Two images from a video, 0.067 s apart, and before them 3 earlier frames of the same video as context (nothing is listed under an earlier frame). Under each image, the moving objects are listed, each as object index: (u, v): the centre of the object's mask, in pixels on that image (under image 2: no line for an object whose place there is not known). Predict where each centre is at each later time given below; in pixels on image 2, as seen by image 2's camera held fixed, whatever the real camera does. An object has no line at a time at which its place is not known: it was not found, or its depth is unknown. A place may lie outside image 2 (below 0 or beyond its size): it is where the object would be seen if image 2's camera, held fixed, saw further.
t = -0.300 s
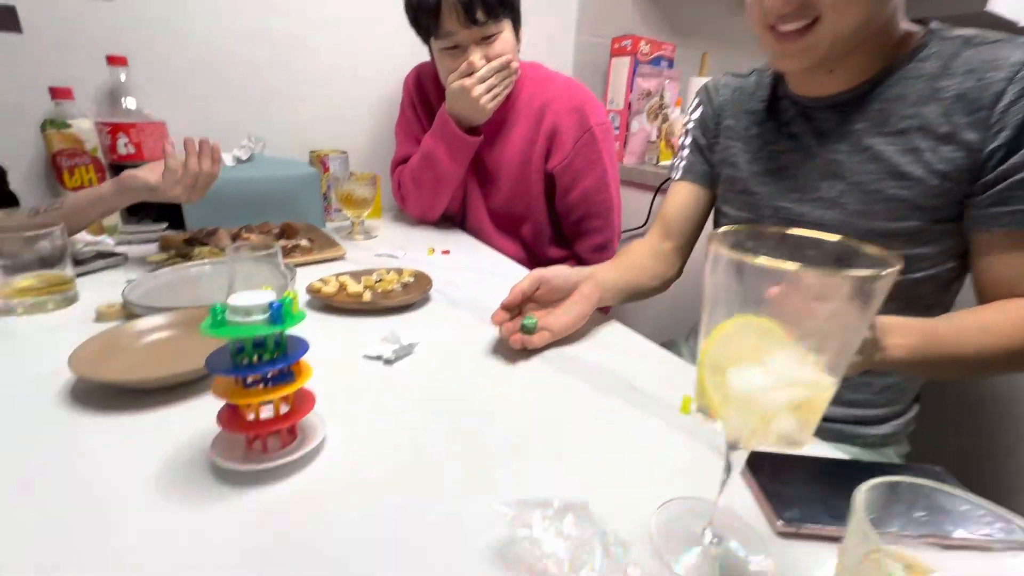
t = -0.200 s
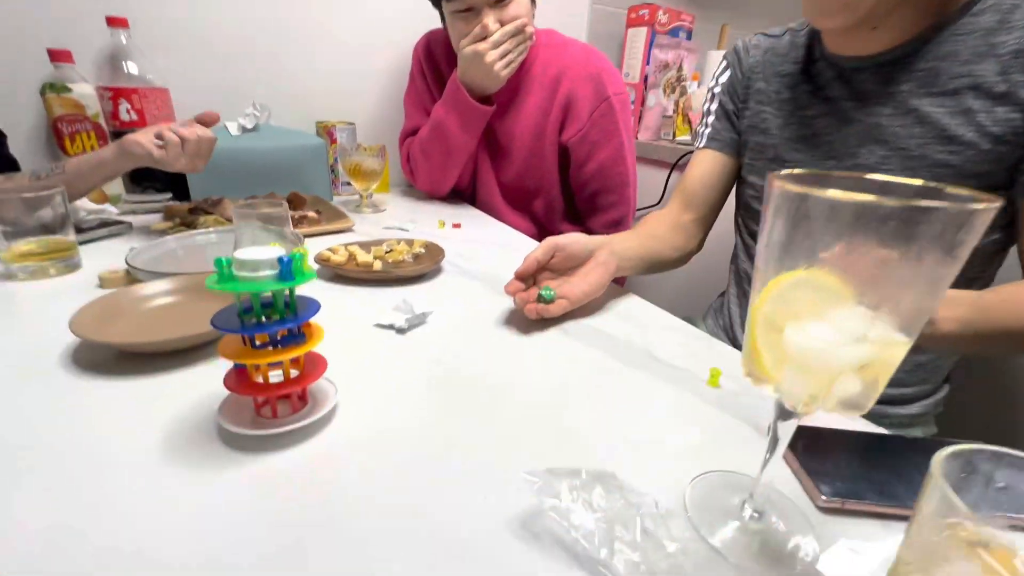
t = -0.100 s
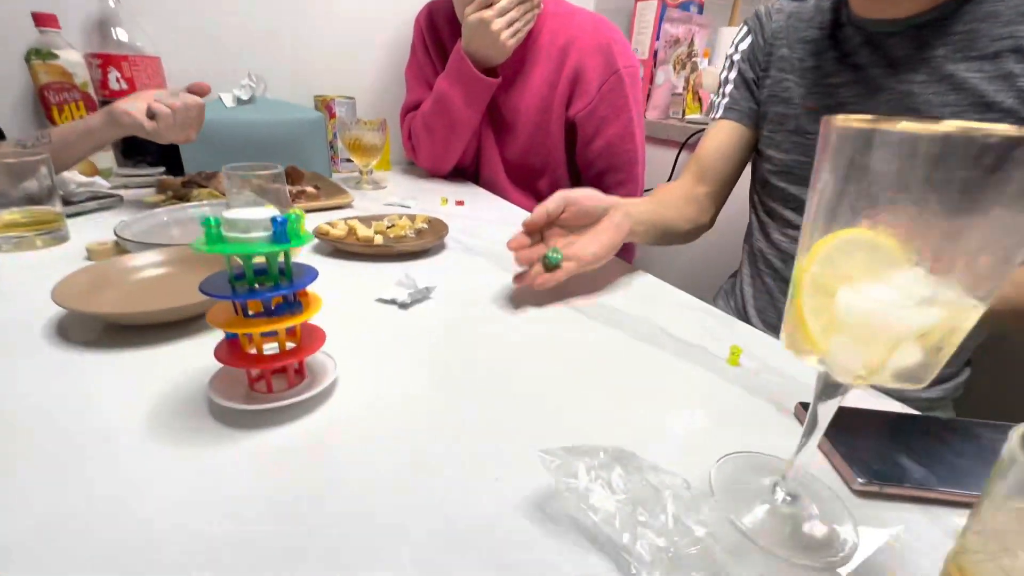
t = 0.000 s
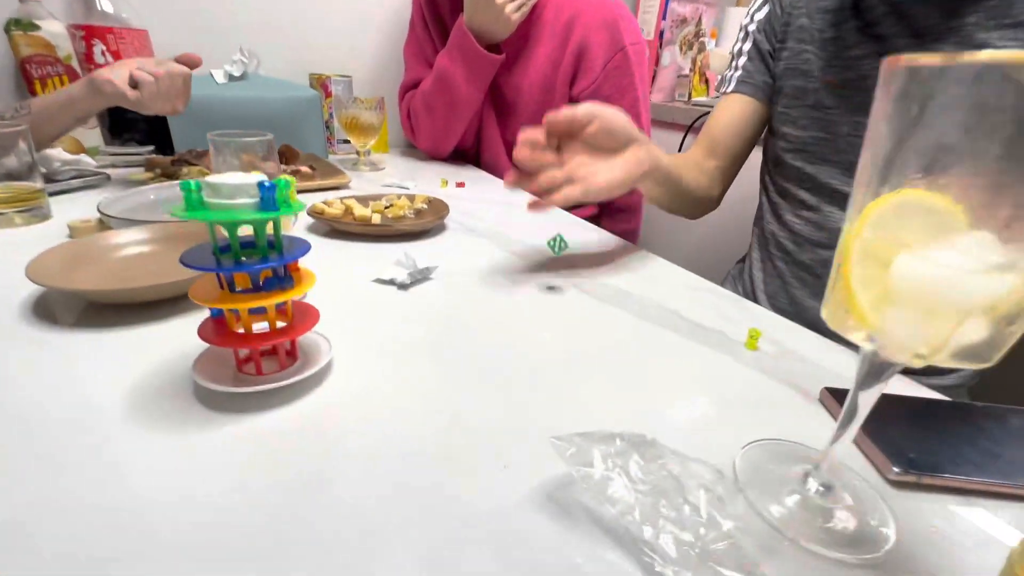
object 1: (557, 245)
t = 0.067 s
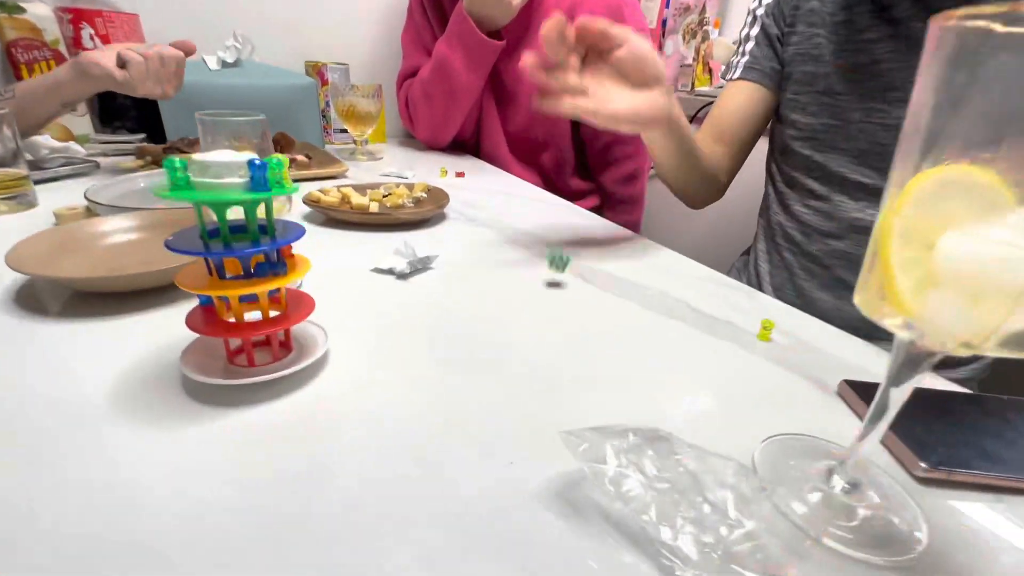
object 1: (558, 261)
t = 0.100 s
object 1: (562, 250)
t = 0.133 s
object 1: (562, 249)
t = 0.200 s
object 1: (557, 287)
